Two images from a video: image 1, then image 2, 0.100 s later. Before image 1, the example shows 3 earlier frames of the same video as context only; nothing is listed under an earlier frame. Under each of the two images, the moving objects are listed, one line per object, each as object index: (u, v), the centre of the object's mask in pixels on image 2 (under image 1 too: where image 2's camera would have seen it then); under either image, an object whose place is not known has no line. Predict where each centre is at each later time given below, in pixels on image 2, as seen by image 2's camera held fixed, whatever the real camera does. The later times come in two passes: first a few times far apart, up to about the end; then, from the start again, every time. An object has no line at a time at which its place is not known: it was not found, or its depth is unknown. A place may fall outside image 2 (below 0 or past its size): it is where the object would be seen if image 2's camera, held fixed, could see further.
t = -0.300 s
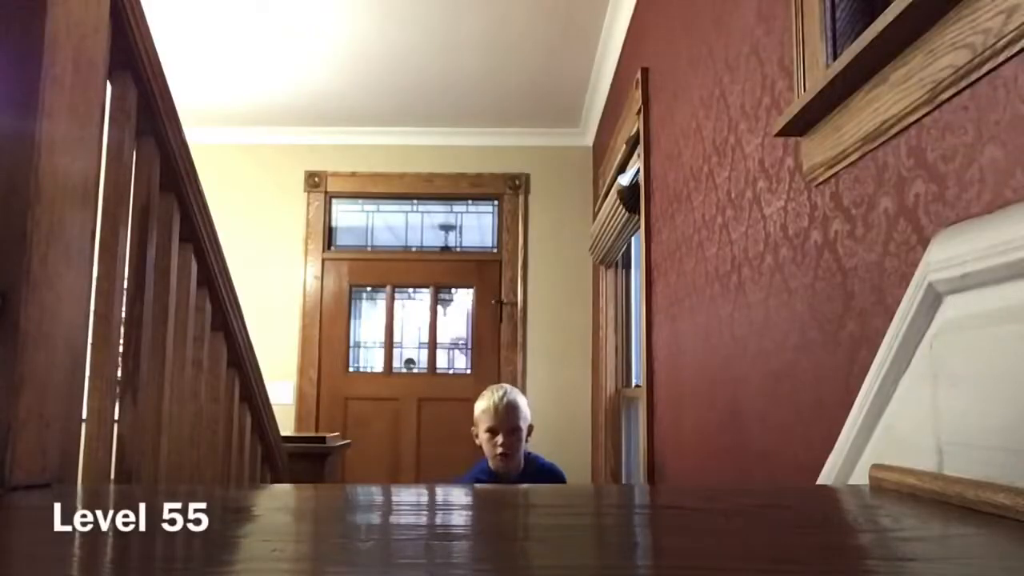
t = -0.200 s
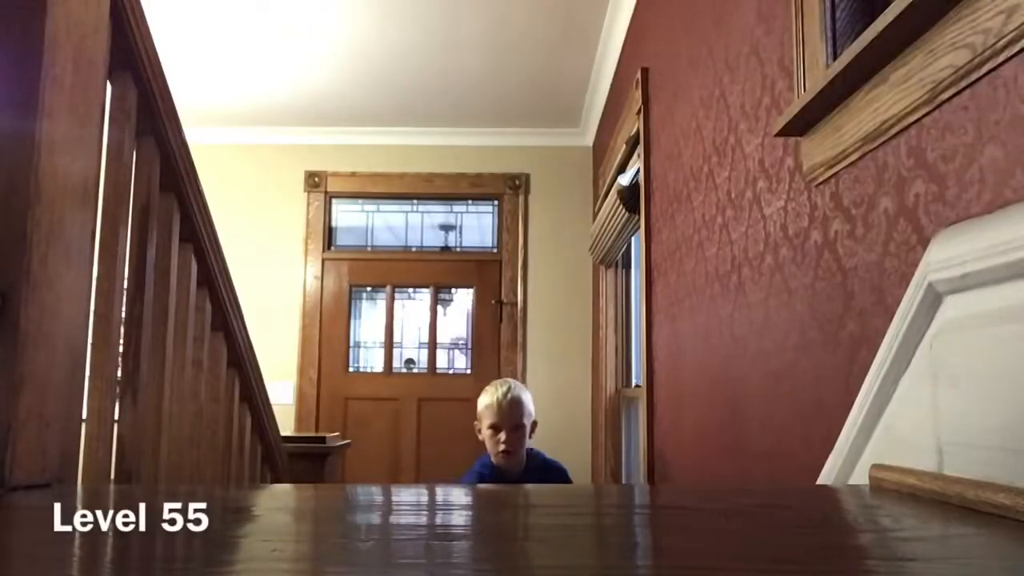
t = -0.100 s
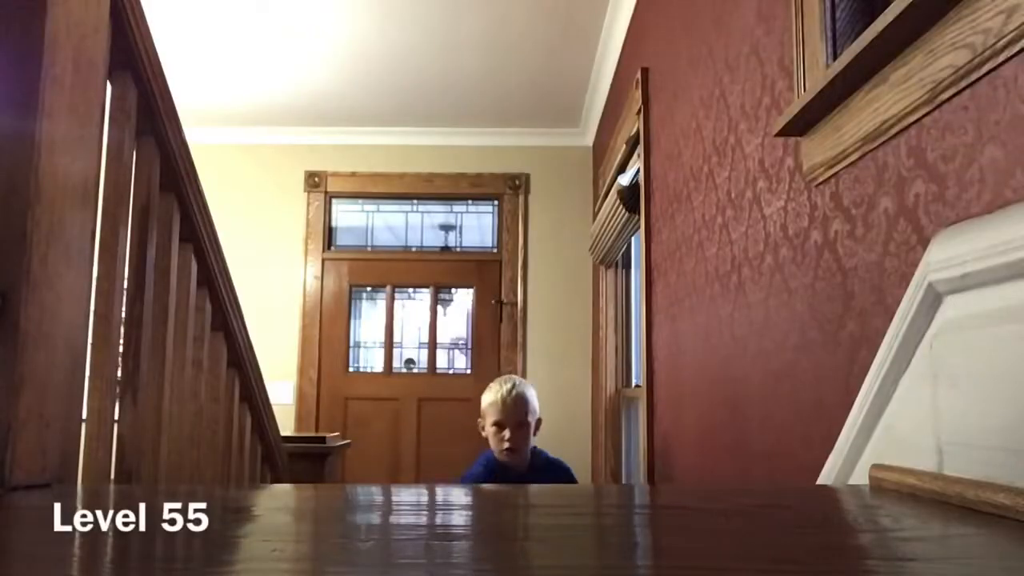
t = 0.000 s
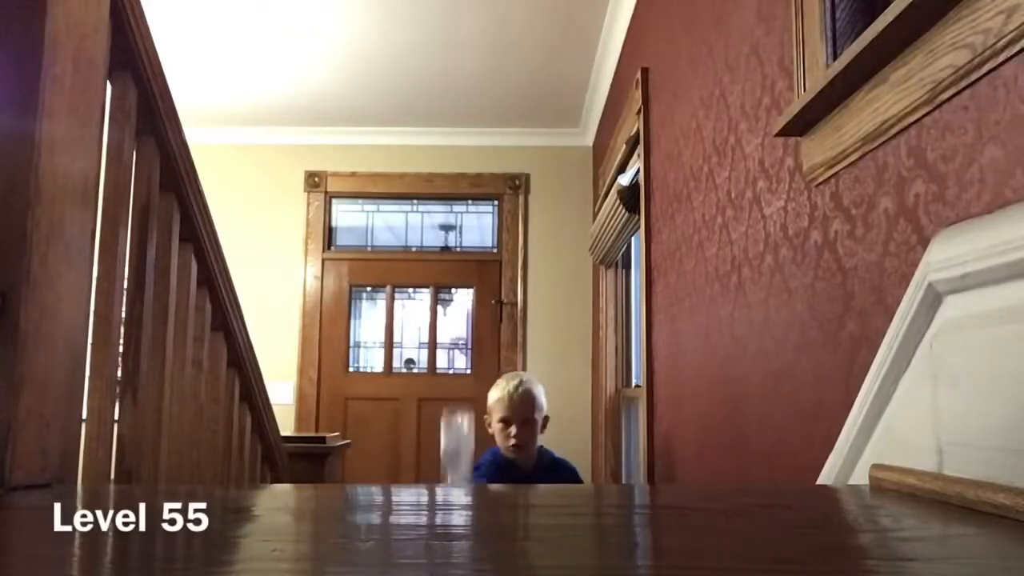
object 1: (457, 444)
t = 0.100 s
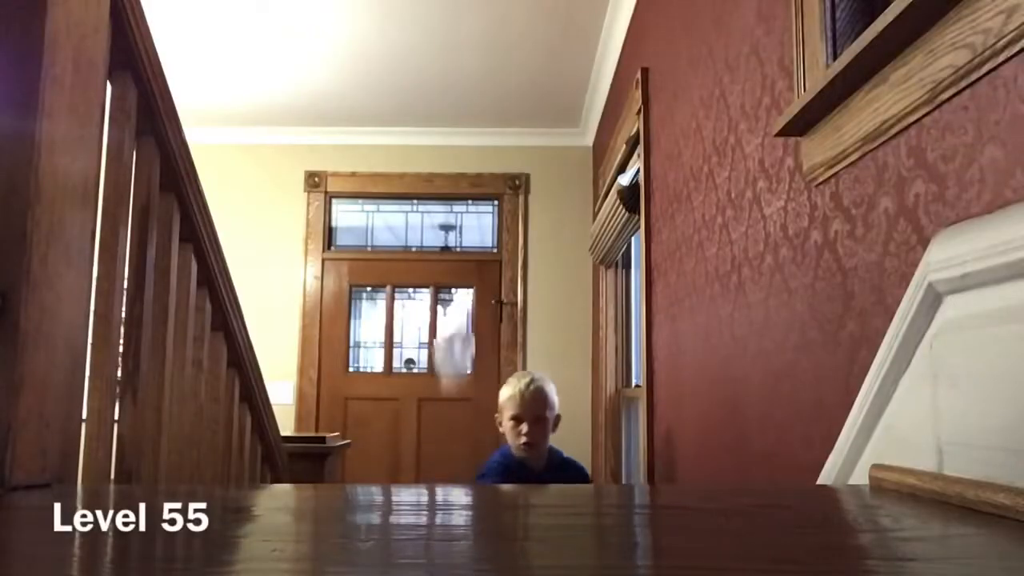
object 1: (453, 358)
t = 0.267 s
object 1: (439, 311)
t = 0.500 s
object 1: (401, 444)
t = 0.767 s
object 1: (329, 477)
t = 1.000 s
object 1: (231, 473)
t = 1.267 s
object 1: (177, 472)
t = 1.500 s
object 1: (177, 472)
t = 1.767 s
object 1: (176, 472)
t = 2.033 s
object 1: (176, 472)
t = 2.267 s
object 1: (176, 472)
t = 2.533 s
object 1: (176, 472)
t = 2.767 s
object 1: (176, 472)
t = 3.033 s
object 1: (176, 472)
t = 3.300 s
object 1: (176, 472)
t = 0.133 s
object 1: (452, 332)
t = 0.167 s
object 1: (449, 317)
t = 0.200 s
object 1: (446, 308)
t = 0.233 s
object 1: (442, 305)
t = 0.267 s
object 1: (439, 311)
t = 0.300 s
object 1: (434, 323)
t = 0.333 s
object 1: (431, 362)
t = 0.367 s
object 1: (424, 400)
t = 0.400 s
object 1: (417, 433)
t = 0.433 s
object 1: (412, 437)
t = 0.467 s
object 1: (406, 440)
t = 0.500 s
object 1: (401, 444)
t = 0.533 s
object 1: (394, 449)
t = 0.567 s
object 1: (388, 455)
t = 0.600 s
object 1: (380, 457)
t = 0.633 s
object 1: (373, 459)
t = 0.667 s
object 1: (363, 476)
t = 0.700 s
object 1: (354, 476)
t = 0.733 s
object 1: (342, 476)
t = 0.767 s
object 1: (329, 477)
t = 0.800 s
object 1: (315, 478)
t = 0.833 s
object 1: (302, 478)
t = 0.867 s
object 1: (288, 477)
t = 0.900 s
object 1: (275, 476)
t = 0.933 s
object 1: (261, 475)
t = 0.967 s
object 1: (247, 473)
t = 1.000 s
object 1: (231, 473)
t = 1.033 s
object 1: (216, 473)
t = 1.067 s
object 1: (203, 472)
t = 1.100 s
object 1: (191, 472)
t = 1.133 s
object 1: (185, 472)
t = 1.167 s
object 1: (180, 471)
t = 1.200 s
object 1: (177, 471)
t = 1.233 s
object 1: (177, 472)
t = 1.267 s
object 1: (177, 472)
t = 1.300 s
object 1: (176, 472)
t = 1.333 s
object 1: (176, 472)
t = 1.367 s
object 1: (177, 472)
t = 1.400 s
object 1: (177, 472)
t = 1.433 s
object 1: (177, 472)
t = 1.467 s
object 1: (177, 472)
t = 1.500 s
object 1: (177, 472)
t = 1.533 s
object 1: (176, 472)
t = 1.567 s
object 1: (176, 472)
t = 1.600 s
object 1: (176, 472)
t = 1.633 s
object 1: (176, 472)
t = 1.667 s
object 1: (176, 472)
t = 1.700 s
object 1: (176, 472)
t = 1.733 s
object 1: (176, 472)
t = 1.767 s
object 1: (176, 472)
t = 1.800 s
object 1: (176, 472)
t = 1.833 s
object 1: (176, 472)
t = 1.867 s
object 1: (176, 472)
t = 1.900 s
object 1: (176, 472)
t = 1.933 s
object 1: (176, 472)
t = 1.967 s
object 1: (176, 472)
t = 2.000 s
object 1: (176, 472)
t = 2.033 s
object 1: (176, 472)
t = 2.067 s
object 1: (176, 472)
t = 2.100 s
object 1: (176, 472)
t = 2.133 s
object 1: (176, 472)
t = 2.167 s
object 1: (176, 472)
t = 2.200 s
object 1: (176, 472)
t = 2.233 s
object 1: (176, 472)
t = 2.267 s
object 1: (176, 472)
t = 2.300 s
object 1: (176, 472)
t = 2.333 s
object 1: (176, 472)
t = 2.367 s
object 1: (176, 472)
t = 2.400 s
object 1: (176, 472)
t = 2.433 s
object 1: (176, 472)
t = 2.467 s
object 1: (176, 472)
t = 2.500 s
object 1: (176, 472)
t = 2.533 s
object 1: (176, 472)
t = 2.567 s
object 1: (176, 472)
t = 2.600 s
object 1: (176, 472)
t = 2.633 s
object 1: (176, 472)
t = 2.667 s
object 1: (176, 472)
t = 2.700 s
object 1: (176, 472)
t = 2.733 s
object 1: (176, 472)
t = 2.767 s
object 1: (176, 472)
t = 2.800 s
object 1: (176, 472)
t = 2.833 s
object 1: (176, 472)
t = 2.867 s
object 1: (176, 472)
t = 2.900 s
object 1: (176, 472)
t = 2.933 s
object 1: (177, 472)
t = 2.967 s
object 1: (177, 472)
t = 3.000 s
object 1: (176, 472)
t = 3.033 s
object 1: (176, 472)
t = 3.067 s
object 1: (176, 472)
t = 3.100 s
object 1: (177, 472)
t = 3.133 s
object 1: (176, 472)
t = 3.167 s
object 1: (176, 472)
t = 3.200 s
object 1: (176, 472)
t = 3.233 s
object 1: (176, 472)
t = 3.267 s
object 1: (176, 472)
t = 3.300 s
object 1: (176, 472)
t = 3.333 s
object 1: (176, 472)
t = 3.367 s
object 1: (177, 472)
